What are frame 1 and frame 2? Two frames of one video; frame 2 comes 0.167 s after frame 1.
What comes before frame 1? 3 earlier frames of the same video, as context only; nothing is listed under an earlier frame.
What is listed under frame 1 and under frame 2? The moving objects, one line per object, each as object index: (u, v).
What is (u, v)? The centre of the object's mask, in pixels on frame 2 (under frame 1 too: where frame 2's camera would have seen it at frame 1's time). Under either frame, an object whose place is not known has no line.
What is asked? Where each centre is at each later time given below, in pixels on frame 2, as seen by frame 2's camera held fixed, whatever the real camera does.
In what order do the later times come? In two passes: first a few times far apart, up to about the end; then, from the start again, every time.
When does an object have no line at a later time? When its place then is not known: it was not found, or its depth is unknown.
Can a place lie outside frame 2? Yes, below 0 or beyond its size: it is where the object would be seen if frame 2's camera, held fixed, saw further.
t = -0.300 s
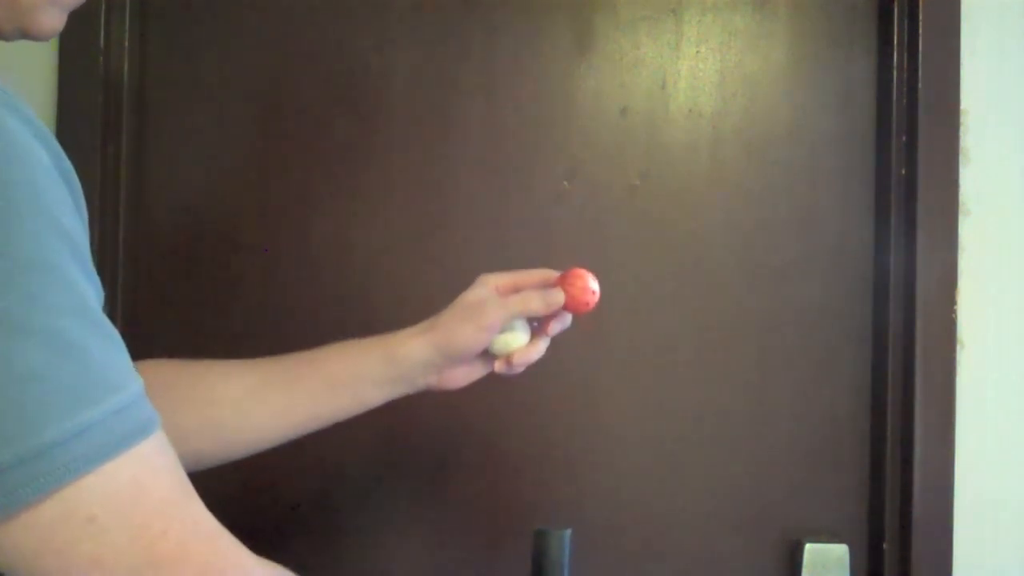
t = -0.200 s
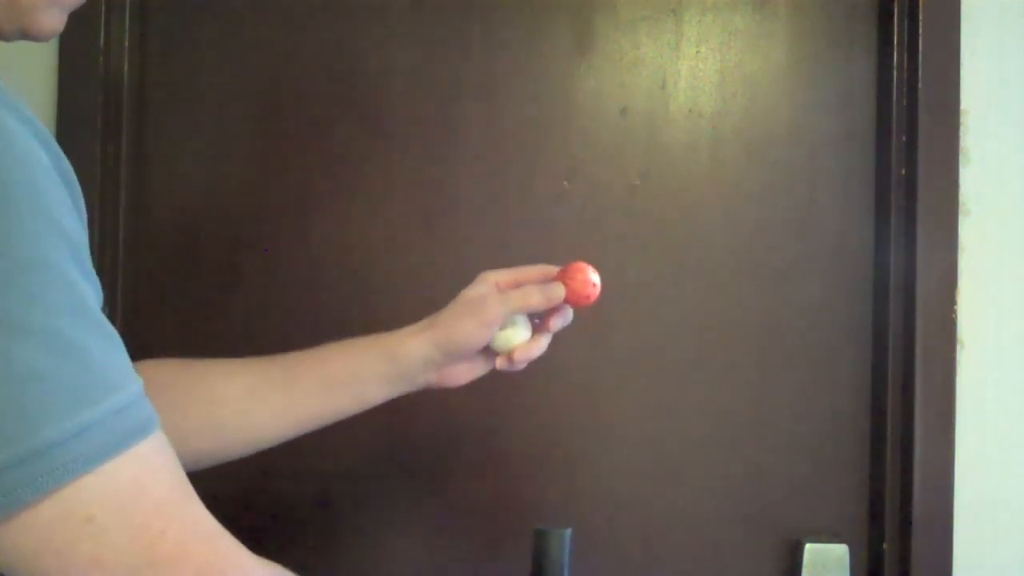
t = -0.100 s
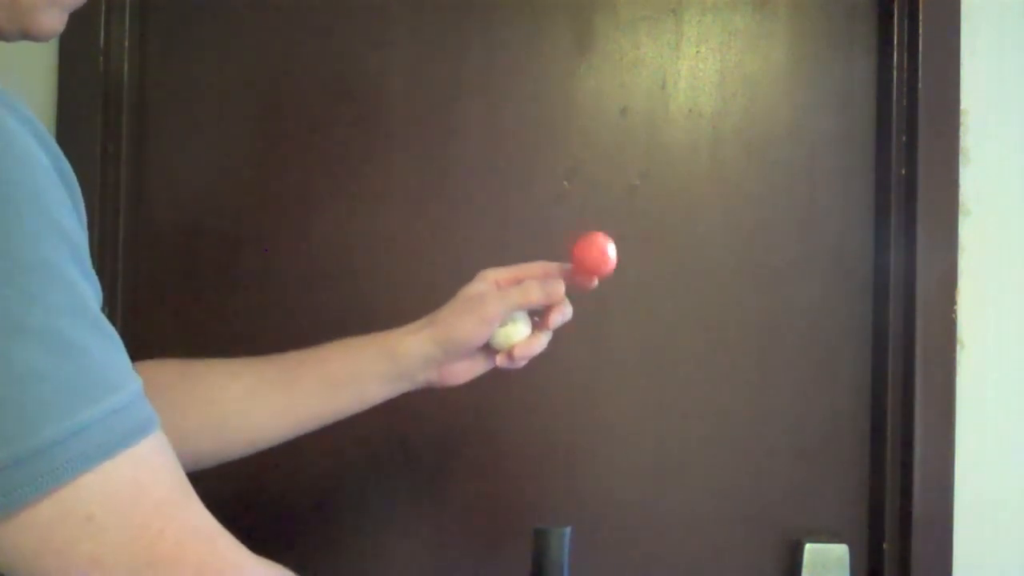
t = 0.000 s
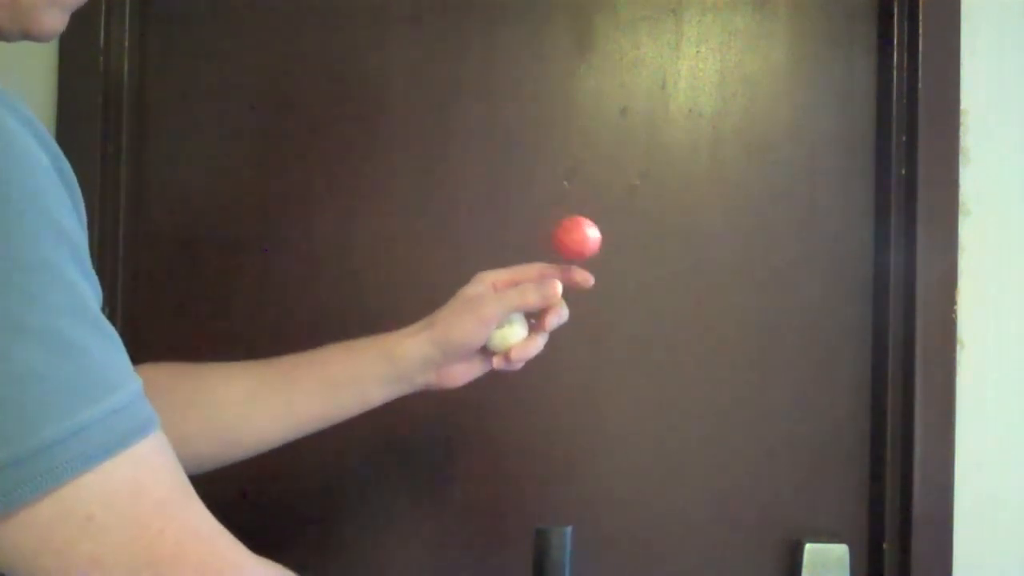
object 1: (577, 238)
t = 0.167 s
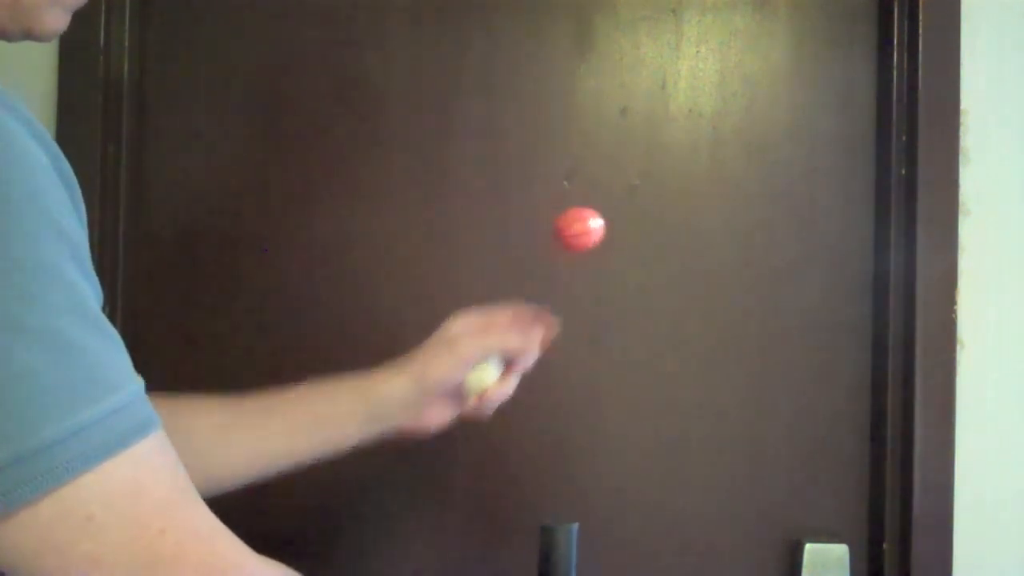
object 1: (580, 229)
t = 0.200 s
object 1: (591, 226)
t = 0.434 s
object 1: (559, 239)
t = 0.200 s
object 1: (591, 226)
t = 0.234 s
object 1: (598, 224)
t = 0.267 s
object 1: (598, 222)
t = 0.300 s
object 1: (593, 221)
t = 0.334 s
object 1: (583, 223)
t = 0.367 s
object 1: (572, 227)
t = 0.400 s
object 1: (562, 231)
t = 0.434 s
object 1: (559, 239)
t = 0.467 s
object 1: (567, 248)
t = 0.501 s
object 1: (583, 256)
